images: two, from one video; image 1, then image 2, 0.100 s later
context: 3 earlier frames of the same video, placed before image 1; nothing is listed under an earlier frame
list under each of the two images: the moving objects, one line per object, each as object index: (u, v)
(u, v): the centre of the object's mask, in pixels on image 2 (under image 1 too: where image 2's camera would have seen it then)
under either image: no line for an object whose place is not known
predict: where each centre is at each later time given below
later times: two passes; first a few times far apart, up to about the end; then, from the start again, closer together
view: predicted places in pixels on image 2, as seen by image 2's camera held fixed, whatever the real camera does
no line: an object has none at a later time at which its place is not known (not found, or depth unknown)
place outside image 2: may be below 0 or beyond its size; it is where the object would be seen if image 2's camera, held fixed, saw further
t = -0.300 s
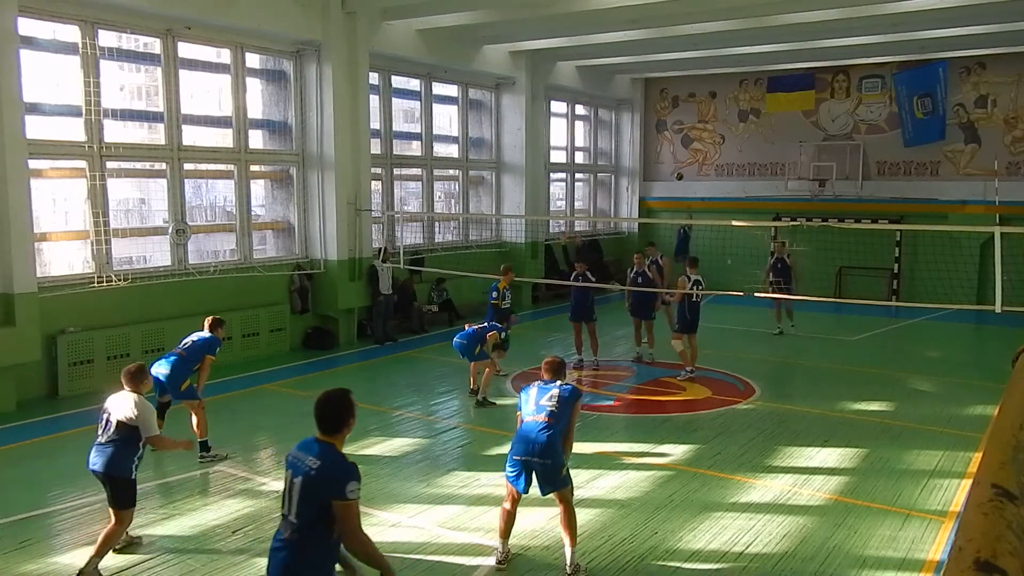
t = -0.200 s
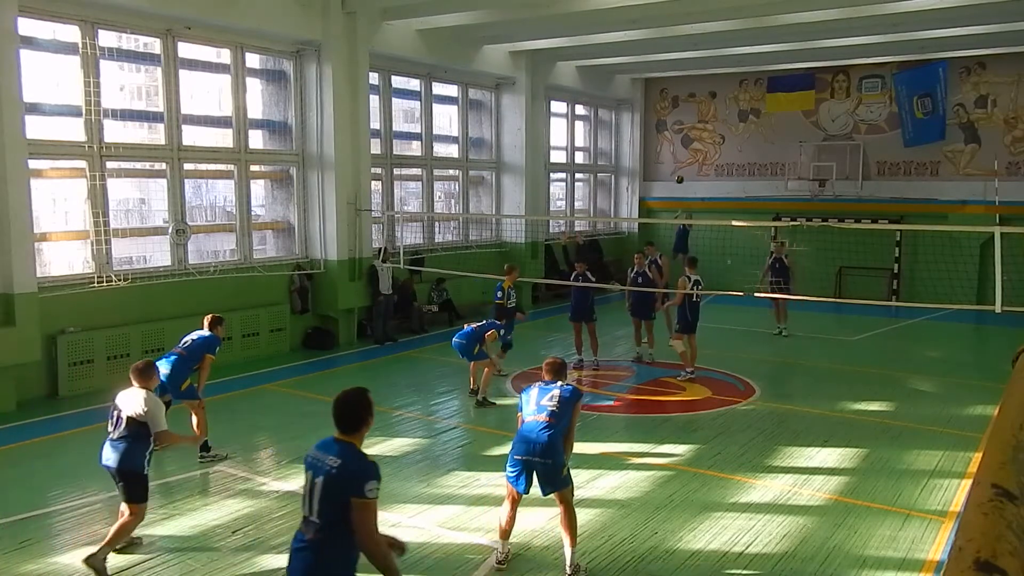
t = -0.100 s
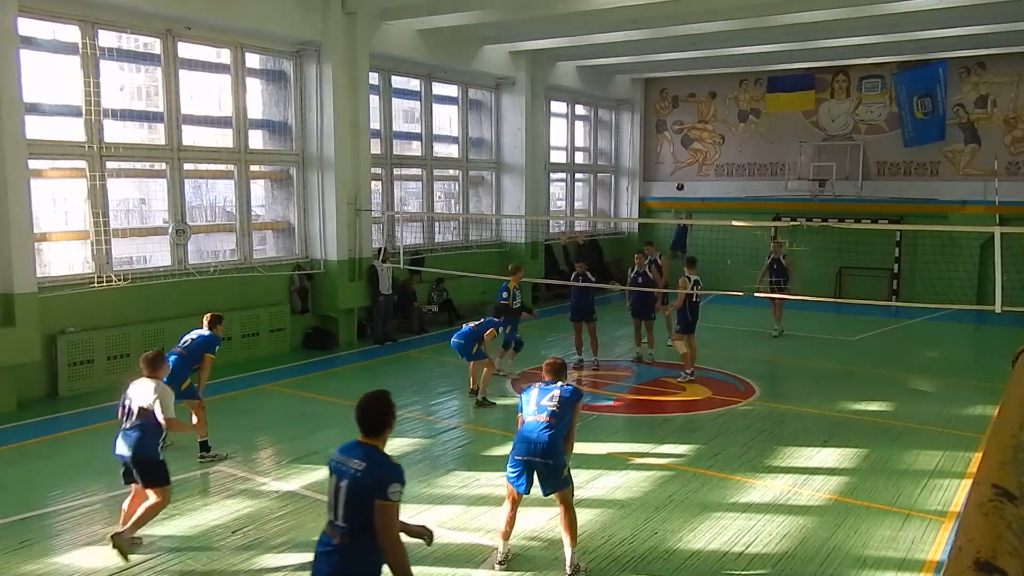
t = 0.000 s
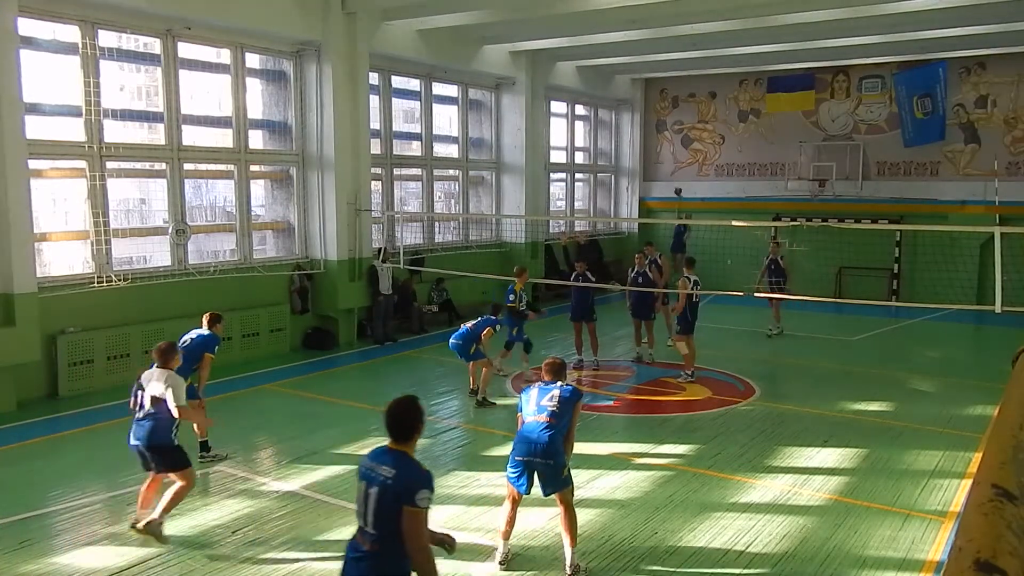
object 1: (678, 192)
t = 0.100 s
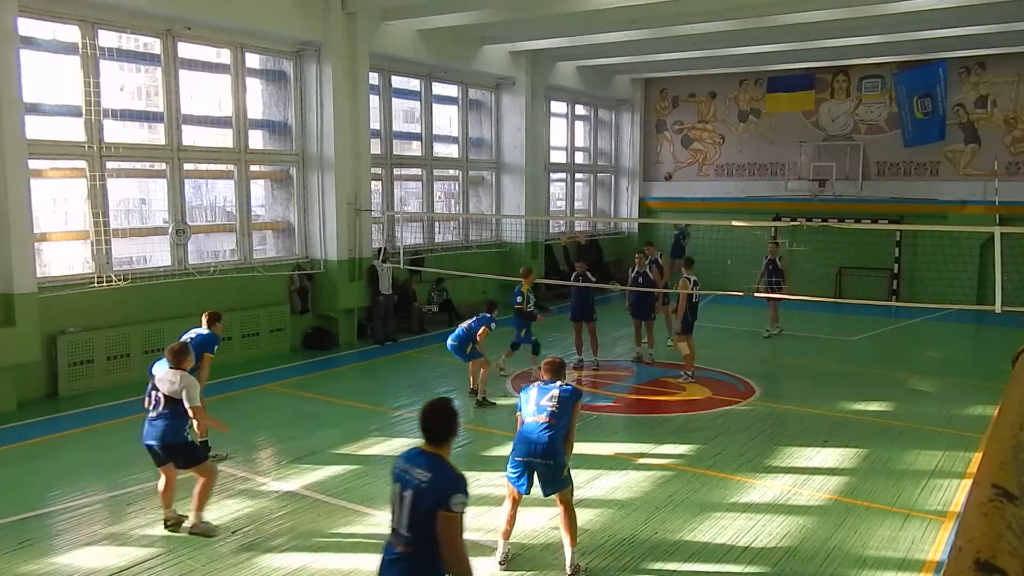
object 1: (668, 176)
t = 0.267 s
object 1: (644, 158)
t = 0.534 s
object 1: (593, 147)
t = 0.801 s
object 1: (519, 176)
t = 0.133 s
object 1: (664, 172)
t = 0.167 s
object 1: (660, 168)
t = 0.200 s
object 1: (654, 165)
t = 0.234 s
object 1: (650, 160)
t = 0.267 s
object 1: (644, 158)
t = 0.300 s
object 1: (639, 156)
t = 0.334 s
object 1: (633, 153)
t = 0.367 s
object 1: (627, 151)
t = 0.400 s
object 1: (620, 149)
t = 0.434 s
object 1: (614, 148)
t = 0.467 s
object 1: (607, 147)
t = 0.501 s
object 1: (601, 147)
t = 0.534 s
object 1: (593, 147)
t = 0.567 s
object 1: (586, 148)
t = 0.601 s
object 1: (578, 149)
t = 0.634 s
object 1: (569, 151)
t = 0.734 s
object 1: (541, 163)
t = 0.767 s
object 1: (531, 169)
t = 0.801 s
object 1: (519, 176)
